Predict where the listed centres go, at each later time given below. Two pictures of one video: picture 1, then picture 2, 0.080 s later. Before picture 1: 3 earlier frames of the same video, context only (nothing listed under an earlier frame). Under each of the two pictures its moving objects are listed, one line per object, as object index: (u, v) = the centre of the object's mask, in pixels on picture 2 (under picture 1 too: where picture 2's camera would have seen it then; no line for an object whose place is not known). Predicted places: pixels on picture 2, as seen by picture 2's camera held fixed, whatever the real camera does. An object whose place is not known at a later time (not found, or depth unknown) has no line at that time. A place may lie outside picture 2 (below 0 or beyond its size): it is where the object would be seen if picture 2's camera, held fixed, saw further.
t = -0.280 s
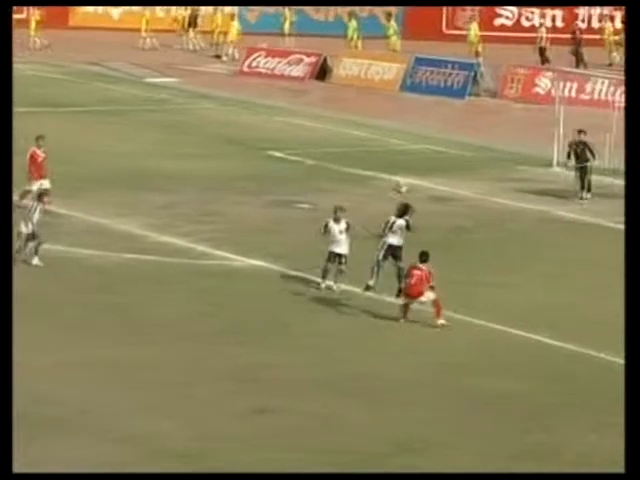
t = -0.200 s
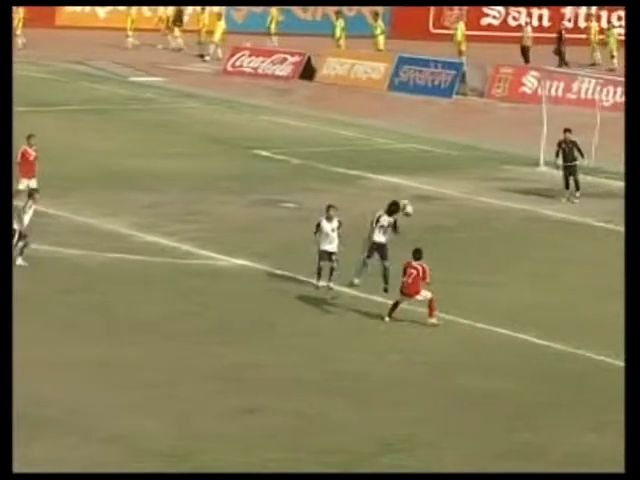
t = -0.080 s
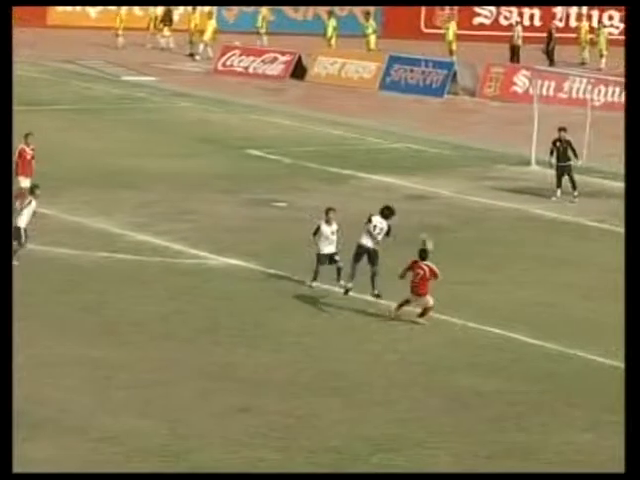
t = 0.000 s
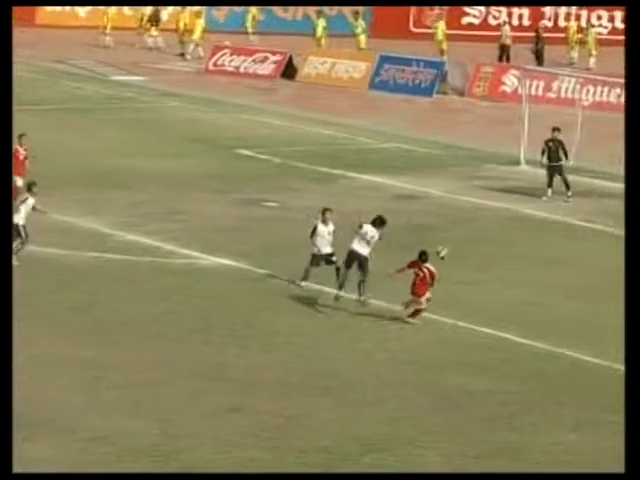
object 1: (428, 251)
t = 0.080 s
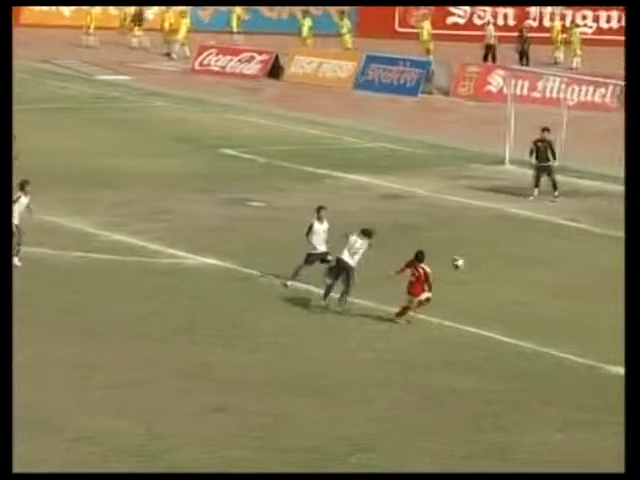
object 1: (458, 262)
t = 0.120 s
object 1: (475, 268)
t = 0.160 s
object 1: (487, 277)
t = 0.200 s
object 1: (502, 286)
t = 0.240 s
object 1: (515, 296)
